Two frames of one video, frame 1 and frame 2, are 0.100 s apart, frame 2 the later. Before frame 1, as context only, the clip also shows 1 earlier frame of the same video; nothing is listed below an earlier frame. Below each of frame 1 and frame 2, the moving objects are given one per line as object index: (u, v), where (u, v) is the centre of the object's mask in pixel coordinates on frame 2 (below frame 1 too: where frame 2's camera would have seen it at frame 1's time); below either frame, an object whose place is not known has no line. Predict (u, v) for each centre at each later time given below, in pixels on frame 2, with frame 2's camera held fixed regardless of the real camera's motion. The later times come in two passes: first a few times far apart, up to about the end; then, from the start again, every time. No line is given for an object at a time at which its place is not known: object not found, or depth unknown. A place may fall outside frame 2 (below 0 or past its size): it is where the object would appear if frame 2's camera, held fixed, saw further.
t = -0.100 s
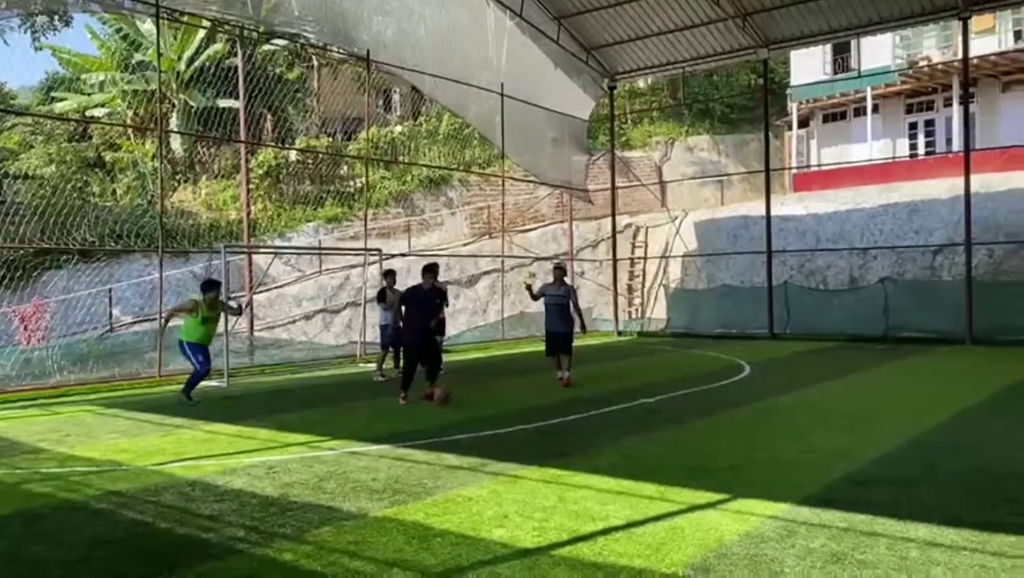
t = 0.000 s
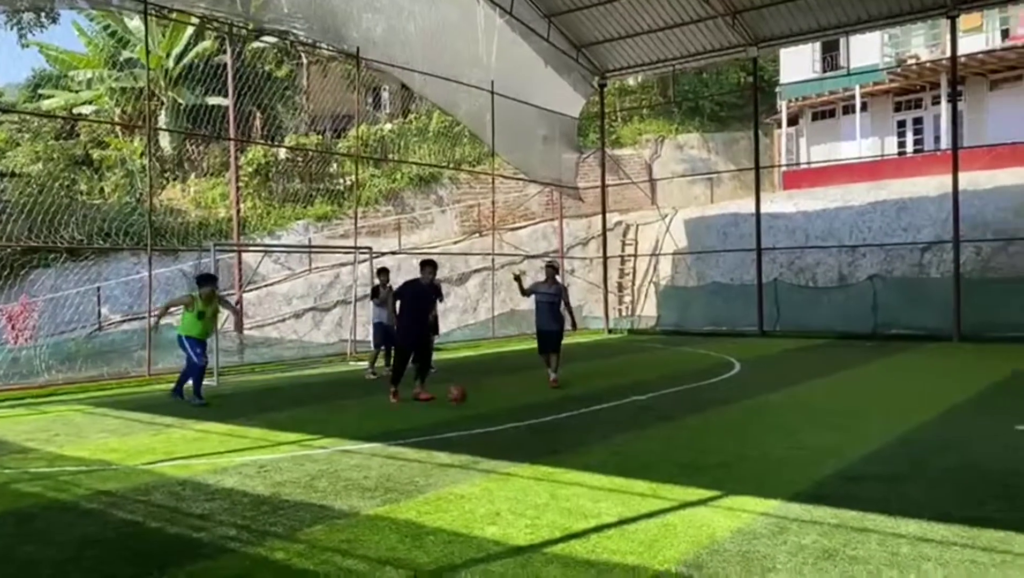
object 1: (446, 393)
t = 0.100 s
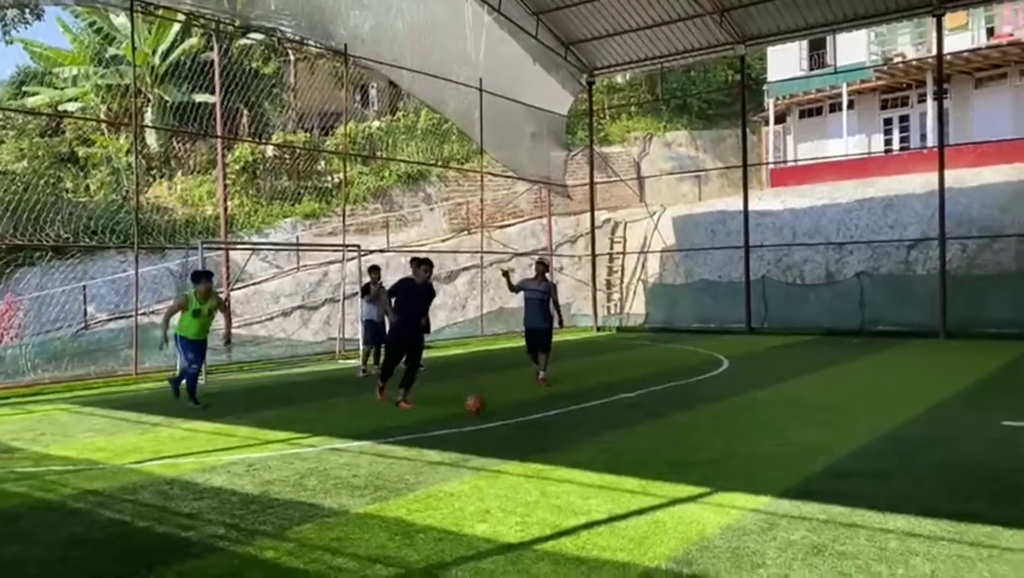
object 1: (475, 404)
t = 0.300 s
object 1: (538, 436)
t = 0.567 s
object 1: (642, 478)
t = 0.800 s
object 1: (789, 539)
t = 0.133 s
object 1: (486, 413)
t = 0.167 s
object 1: (498, 423)
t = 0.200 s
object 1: (507, 428)
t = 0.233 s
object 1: (517, 430)
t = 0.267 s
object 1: (526, 433)
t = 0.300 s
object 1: (538, 436)
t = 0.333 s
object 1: (548, 442)
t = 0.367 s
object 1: (560, 448)
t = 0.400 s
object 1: (572, 452)
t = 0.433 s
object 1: (585, 457)
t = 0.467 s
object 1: (596, 461)
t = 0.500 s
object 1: (611, 468)
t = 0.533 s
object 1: (625, 474)
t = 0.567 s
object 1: (642, 478)
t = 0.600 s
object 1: (659, 485)
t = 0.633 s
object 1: (678, 494)
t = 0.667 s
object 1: (698, 504)
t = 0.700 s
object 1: (719, 513)
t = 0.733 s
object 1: (740, 519)
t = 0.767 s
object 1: (762, 527)
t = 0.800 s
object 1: (789, 539)
